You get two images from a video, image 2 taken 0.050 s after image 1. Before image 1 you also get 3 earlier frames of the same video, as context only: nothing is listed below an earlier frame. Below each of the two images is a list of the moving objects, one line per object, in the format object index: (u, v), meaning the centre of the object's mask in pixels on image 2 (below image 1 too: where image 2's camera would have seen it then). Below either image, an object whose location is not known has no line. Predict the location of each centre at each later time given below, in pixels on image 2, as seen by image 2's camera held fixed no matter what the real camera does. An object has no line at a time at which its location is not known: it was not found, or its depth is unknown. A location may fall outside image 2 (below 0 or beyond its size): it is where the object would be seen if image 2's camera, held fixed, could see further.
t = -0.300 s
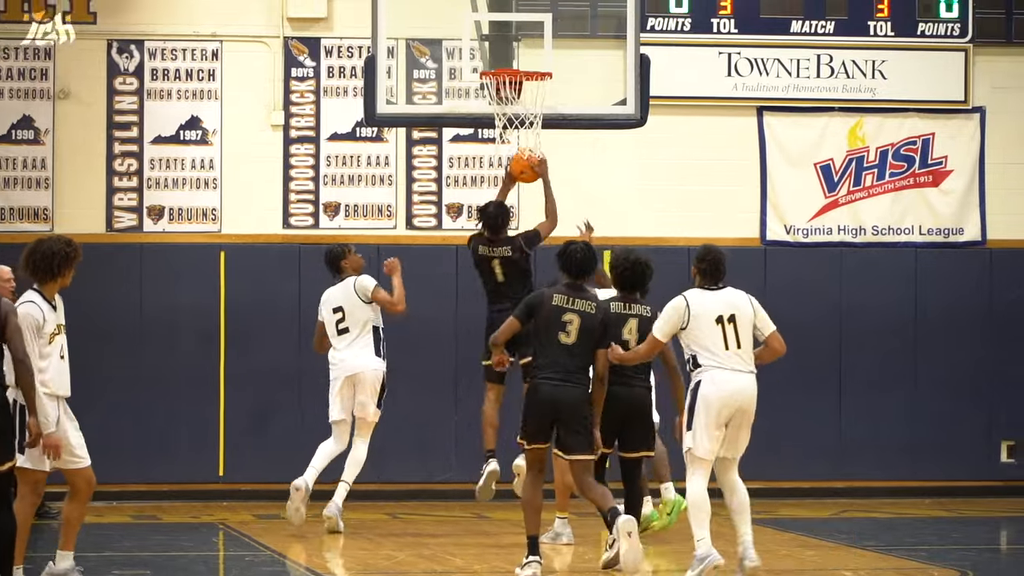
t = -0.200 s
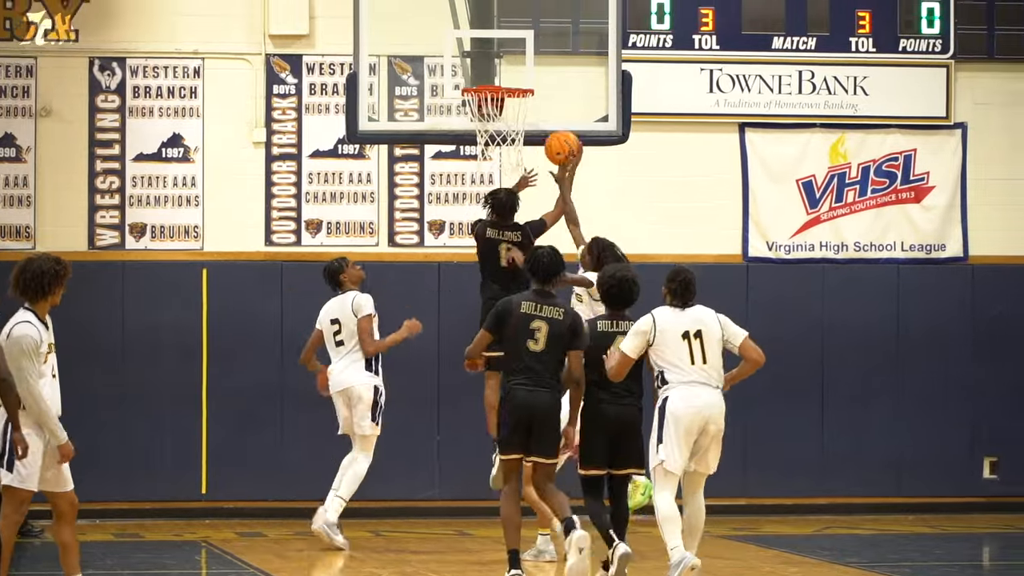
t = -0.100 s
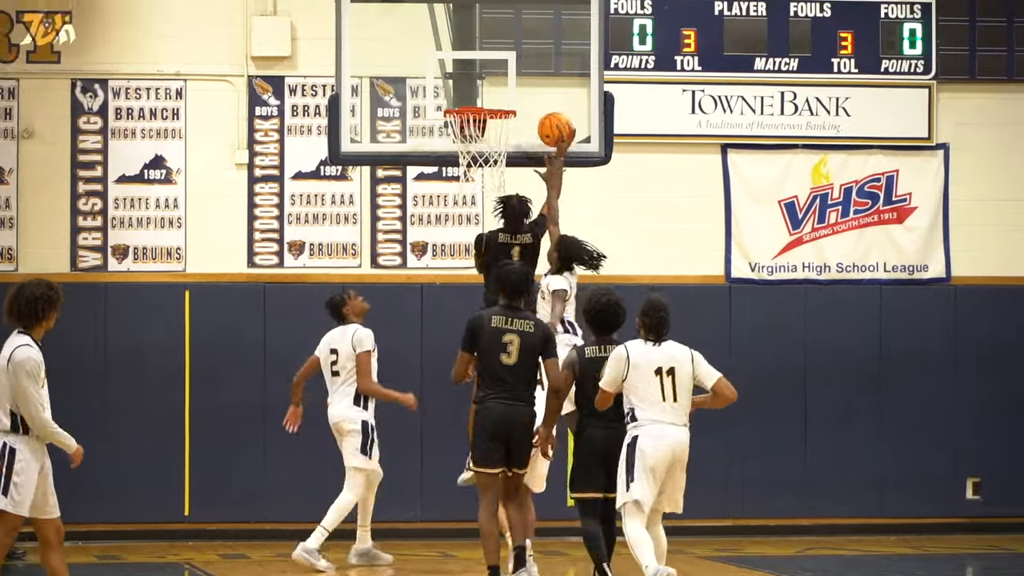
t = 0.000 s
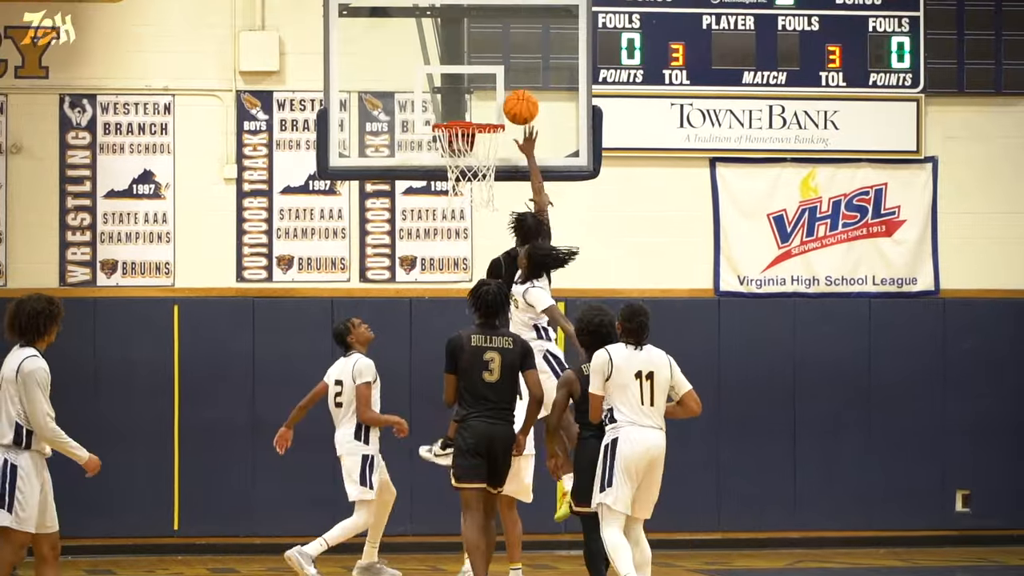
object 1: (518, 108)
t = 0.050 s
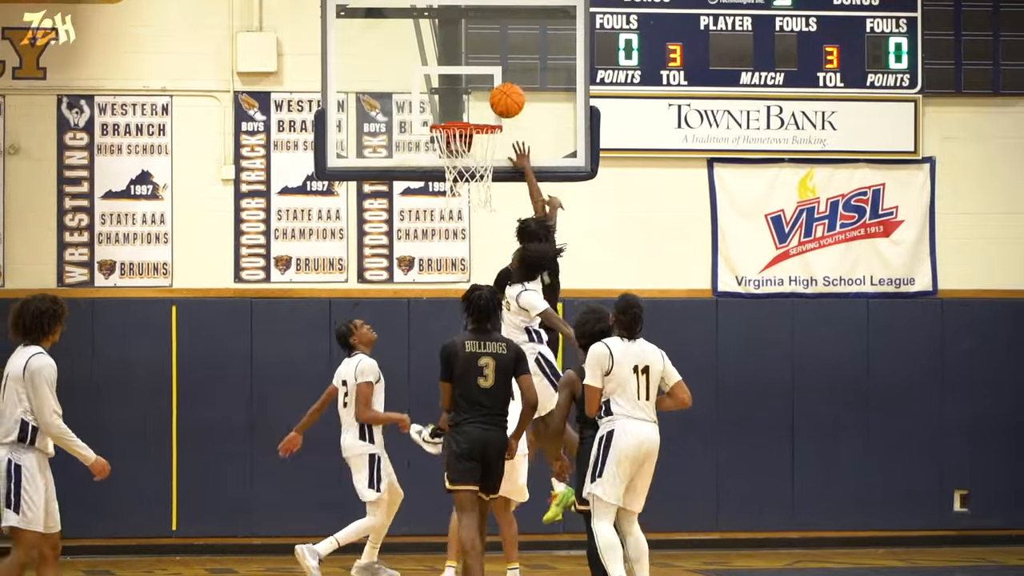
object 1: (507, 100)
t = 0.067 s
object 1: (504, 100)
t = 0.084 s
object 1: (501, 100)
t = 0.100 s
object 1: (499, 100)
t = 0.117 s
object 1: (496, 100)
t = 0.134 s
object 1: (494, 101)
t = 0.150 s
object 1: (491, 102)
